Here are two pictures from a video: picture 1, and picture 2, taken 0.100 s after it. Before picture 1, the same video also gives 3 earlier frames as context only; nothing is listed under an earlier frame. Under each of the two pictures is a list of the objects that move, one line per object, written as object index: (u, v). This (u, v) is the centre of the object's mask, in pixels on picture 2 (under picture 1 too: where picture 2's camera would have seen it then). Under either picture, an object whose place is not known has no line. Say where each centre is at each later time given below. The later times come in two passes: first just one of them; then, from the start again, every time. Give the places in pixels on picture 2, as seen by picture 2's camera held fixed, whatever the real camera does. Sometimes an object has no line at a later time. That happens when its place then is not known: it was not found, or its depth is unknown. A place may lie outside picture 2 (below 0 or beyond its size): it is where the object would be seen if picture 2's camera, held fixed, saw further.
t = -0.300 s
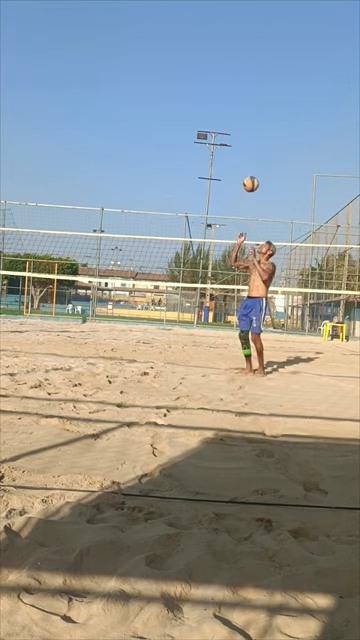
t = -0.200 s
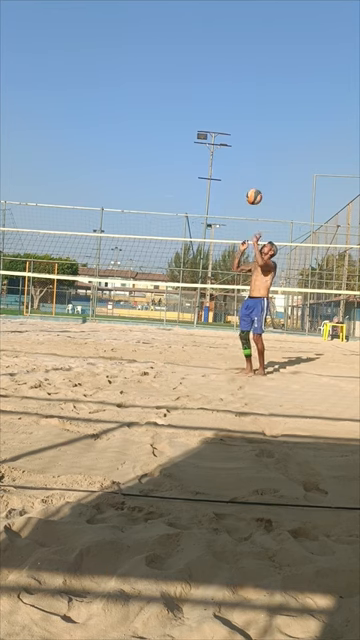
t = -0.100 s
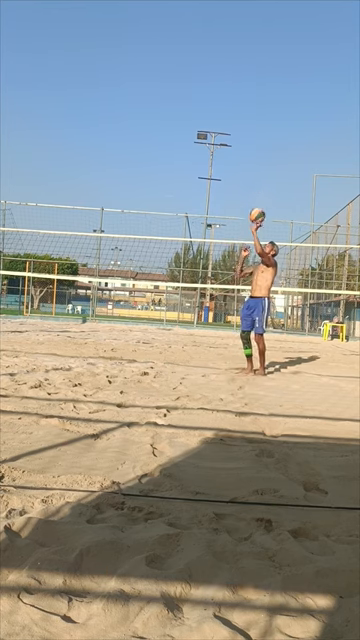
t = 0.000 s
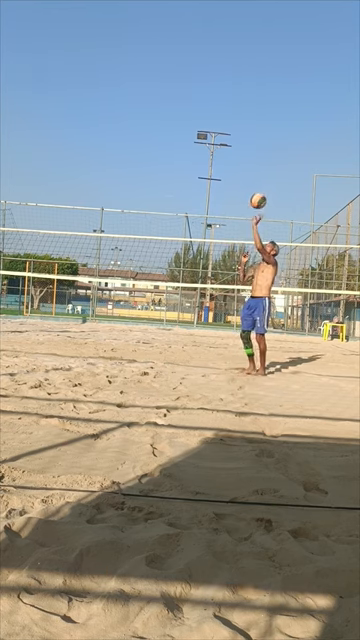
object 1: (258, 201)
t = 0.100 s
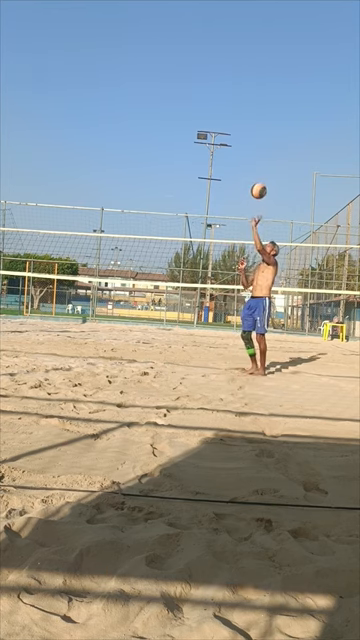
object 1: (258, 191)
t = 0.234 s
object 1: (259, 189)
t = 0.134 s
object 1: (258, 189)
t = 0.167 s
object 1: (259, 188)
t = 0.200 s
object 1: (258, 188)
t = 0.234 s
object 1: (259, 189)
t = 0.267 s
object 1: (259, 190)
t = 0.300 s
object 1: (259, 193)
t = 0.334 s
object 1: (259, 196)
